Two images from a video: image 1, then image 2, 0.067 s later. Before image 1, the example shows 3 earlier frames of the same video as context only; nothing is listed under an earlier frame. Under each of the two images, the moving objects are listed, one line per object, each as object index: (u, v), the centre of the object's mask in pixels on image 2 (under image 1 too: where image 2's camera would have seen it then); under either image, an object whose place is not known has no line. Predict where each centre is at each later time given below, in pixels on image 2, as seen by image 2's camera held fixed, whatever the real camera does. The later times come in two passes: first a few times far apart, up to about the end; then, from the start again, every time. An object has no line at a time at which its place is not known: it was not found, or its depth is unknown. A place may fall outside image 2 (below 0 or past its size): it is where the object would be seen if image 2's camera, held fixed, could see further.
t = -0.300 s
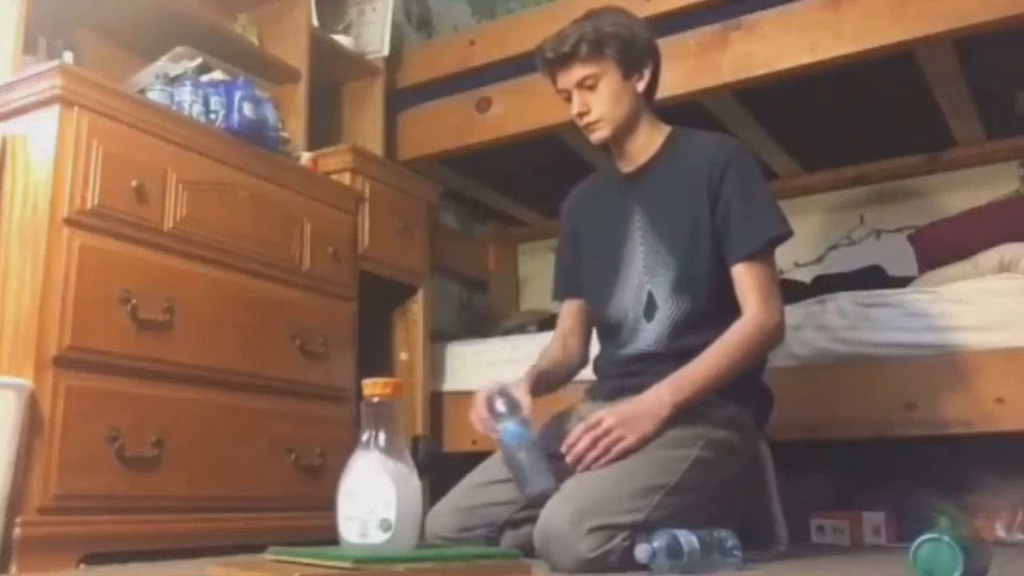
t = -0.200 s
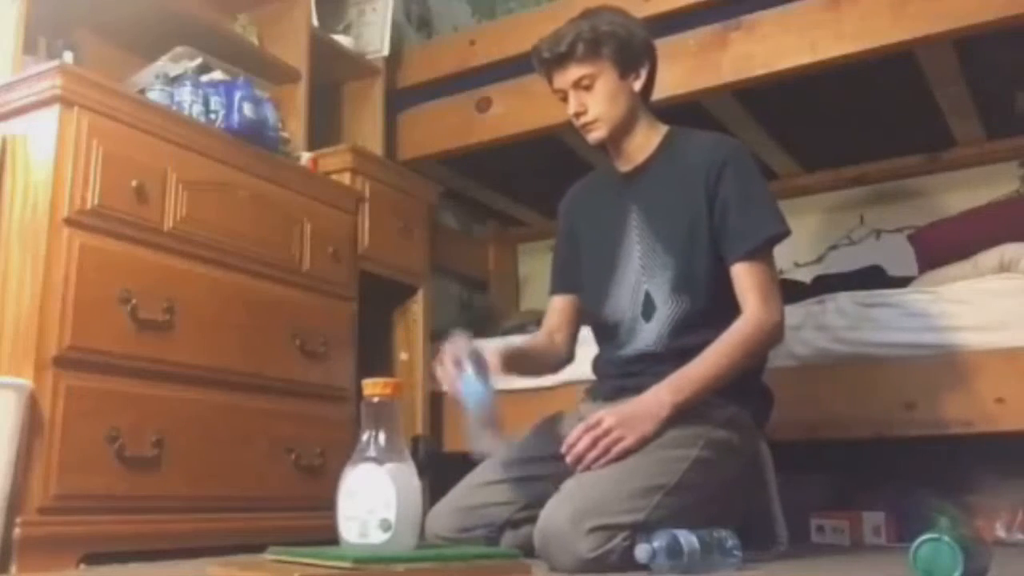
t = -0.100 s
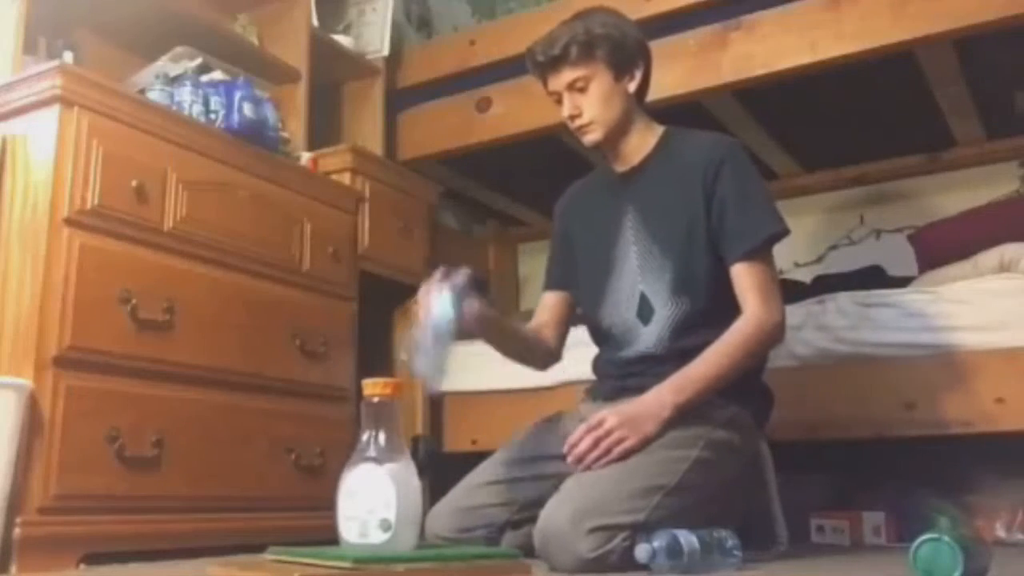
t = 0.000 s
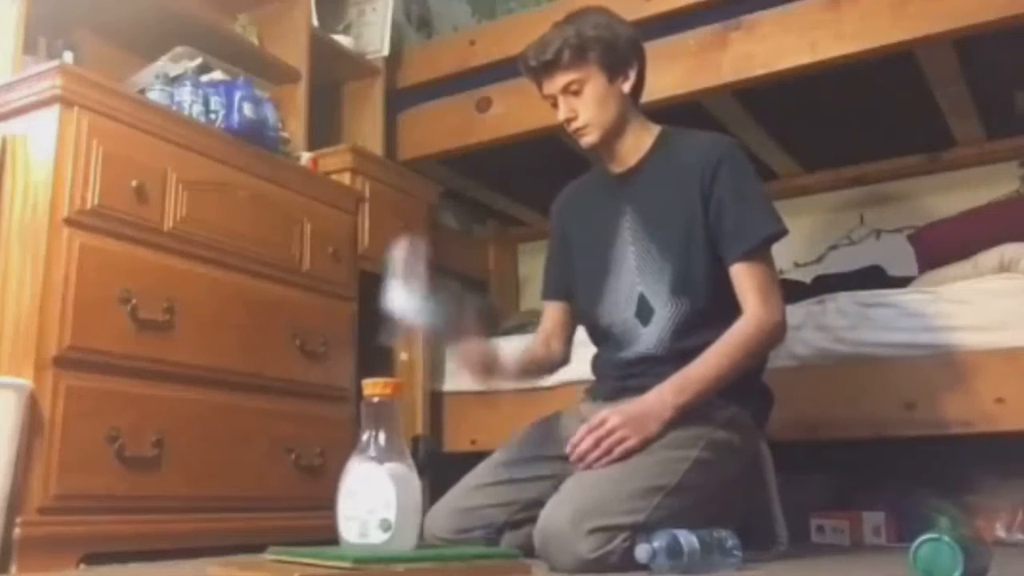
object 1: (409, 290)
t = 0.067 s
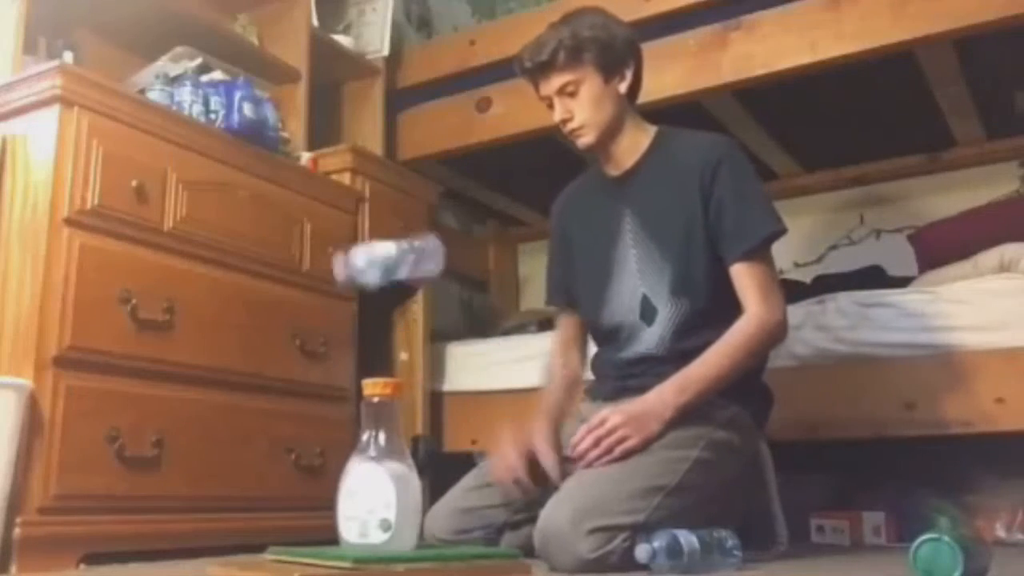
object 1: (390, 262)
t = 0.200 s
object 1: (379, 308)
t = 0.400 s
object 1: (382, 325)
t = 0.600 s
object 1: (382, 324)
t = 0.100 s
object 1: (390, 261)
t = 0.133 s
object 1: (388, 270)
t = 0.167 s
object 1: (385, 286)
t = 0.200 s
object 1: (379, 308)
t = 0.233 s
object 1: (378, 323)
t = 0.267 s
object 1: (381, 323)
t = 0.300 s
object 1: (383, 325)
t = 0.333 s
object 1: (385, 325)
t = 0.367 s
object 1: (384, 325)
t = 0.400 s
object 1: (382, 325)
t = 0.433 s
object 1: (382, 324)
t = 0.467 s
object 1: (382, 324)
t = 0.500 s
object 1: (382, 324)
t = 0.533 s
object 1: (382, 324)
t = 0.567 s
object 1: (382, 324)
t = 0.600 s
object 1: (382, 324)
